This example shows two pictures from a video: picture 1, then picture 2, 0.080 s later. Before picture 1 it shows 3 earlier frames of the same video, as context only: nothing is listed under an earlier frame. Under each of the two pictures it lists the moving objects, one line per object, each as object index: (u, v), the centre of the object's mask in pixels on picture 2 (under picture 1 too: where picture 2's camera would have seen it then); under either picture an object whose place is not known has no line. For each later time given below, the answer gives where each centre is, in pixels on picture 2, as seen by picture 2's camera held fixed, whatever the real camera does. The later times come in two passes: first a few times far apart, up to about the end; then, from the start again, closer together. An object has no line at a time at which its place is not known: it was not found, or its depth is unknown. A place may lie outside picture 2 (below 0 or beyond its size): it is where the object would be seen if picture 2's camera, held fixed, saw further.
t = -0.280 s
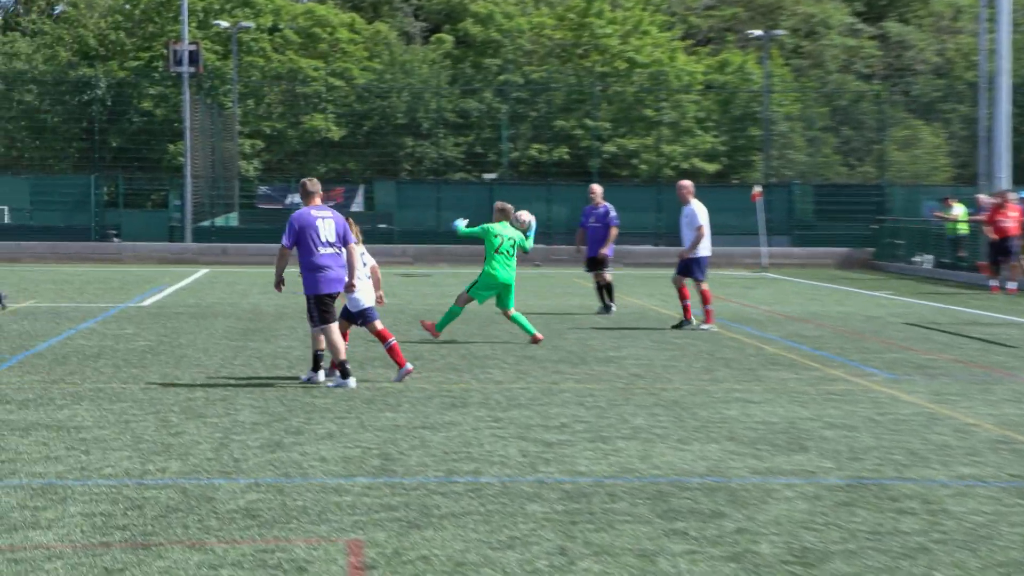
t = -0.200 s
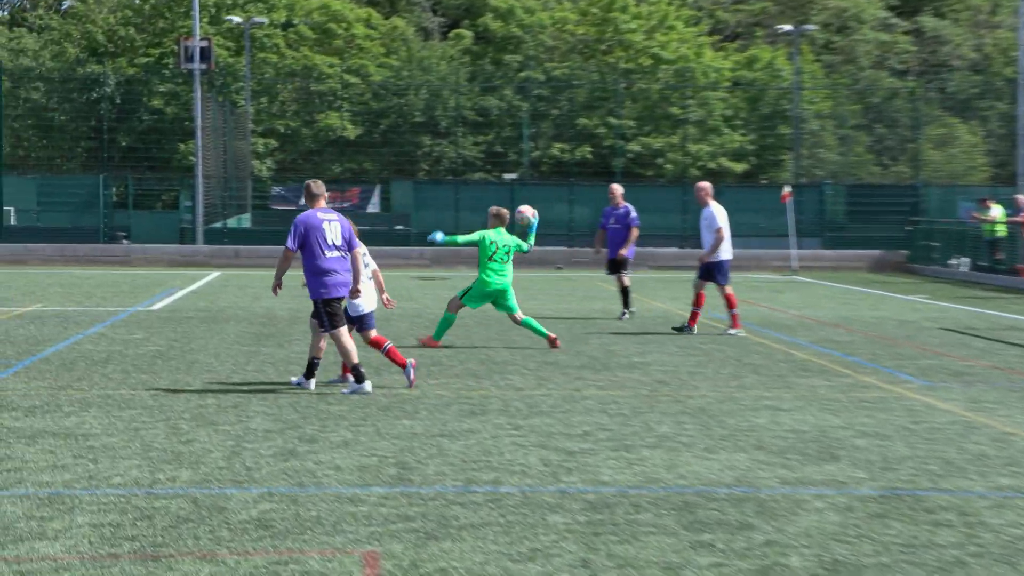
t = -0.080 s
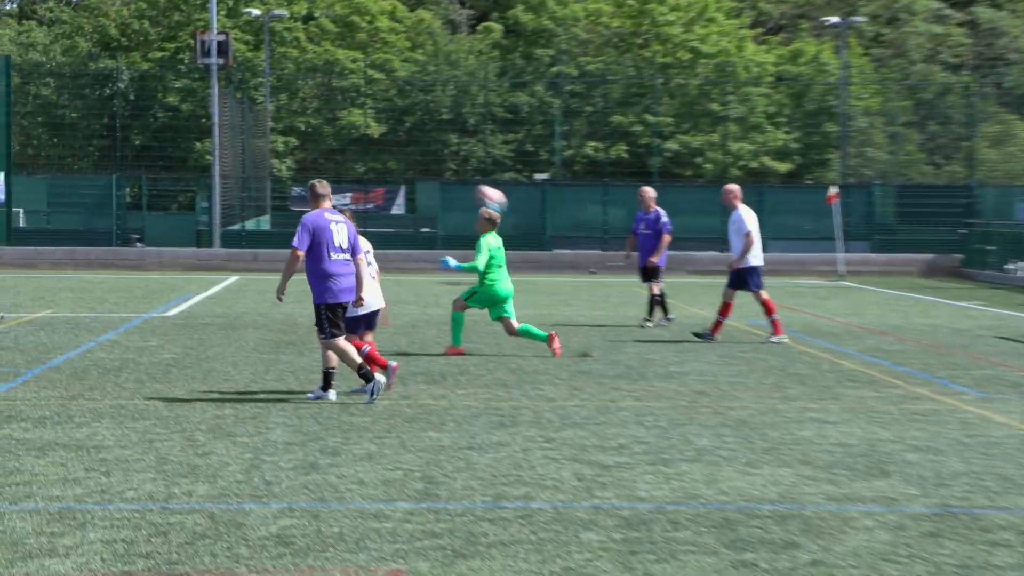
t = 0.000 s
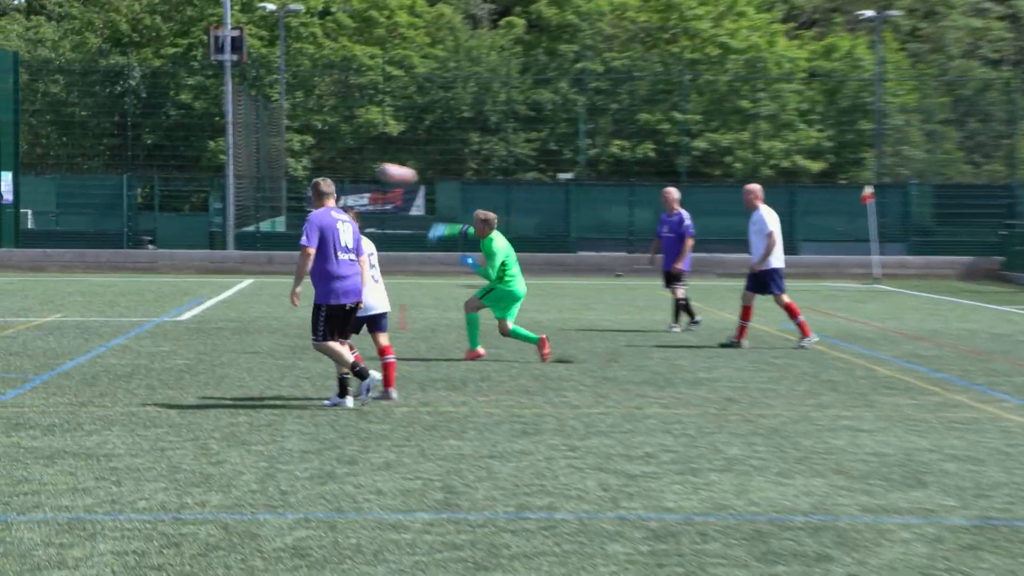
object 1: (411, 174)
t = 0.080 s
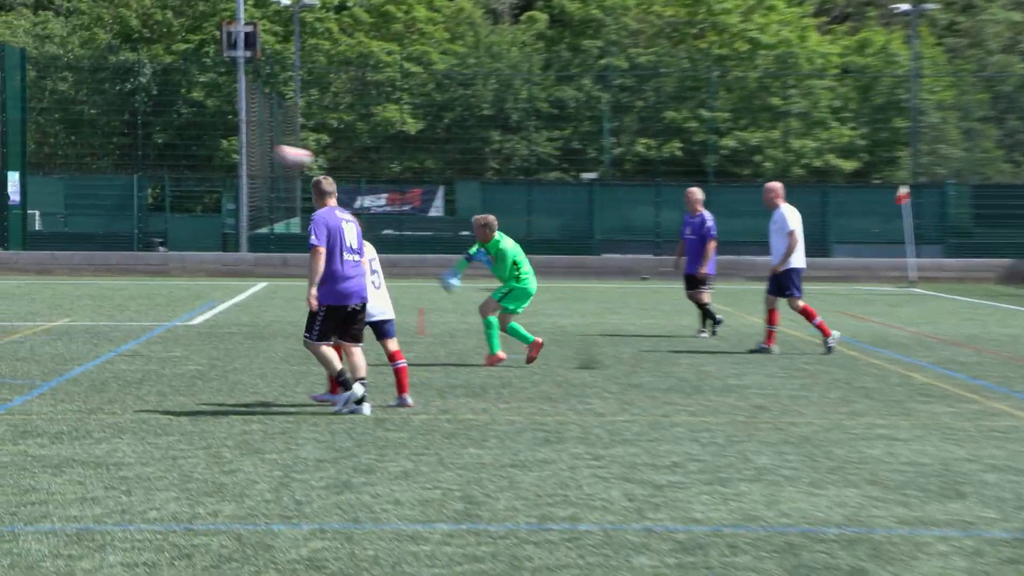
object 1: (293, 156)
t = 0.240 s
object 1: (71, 138)
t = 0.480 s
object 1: (-276, 125)
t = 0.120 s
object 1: (235, 150)
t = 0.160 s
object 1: (180, 145)
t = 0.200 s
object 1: (125, 141)
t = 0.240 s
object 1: (71, 138)
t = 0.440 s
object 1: (-208, 126)
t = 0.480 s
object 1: (-276, 125)
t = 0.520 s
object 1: (-345, 125)
